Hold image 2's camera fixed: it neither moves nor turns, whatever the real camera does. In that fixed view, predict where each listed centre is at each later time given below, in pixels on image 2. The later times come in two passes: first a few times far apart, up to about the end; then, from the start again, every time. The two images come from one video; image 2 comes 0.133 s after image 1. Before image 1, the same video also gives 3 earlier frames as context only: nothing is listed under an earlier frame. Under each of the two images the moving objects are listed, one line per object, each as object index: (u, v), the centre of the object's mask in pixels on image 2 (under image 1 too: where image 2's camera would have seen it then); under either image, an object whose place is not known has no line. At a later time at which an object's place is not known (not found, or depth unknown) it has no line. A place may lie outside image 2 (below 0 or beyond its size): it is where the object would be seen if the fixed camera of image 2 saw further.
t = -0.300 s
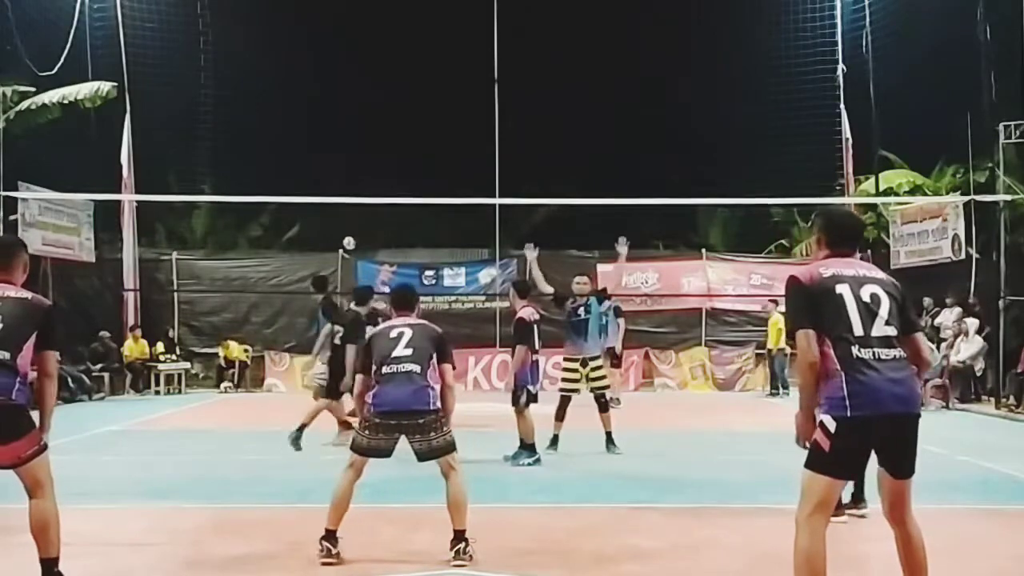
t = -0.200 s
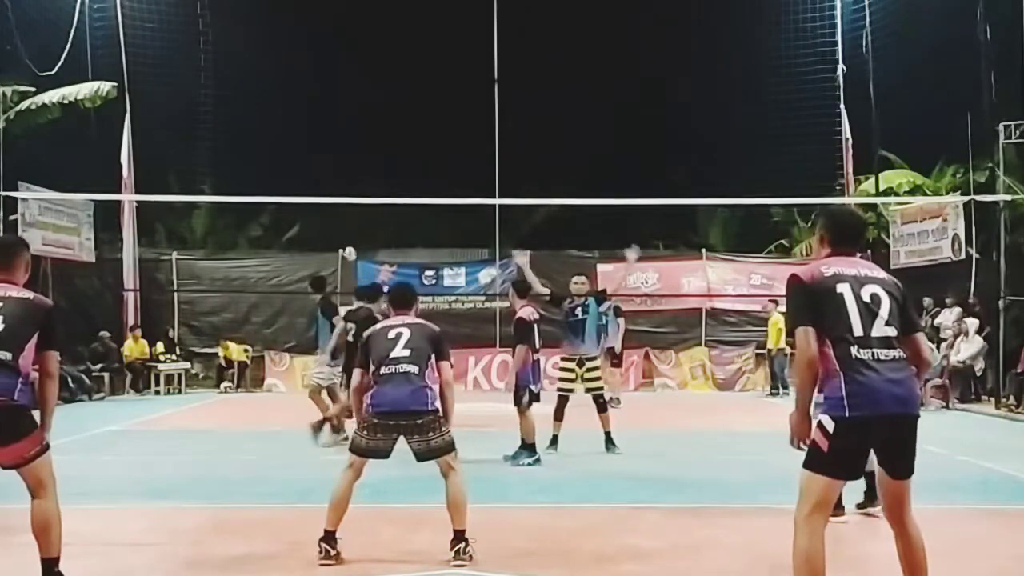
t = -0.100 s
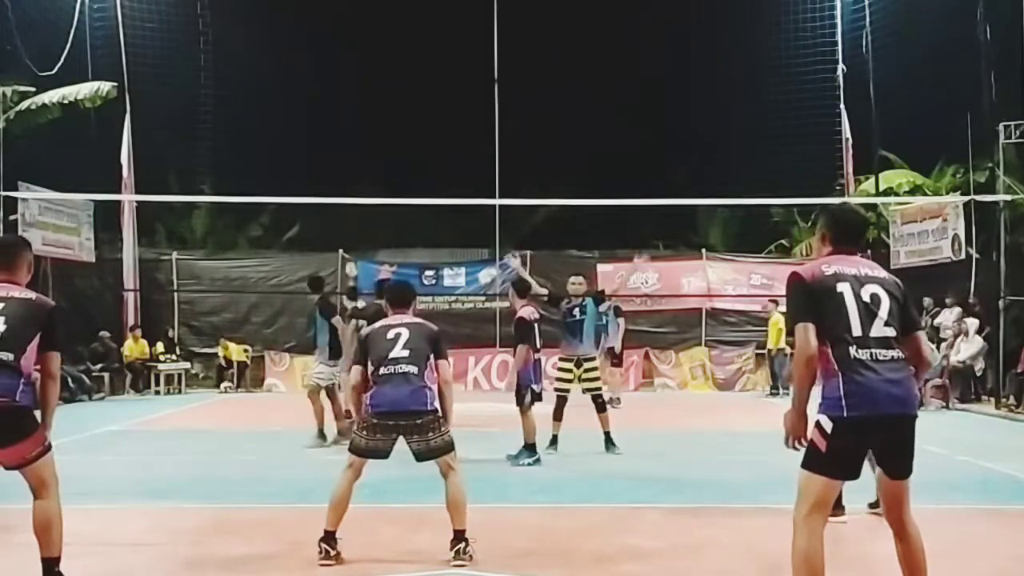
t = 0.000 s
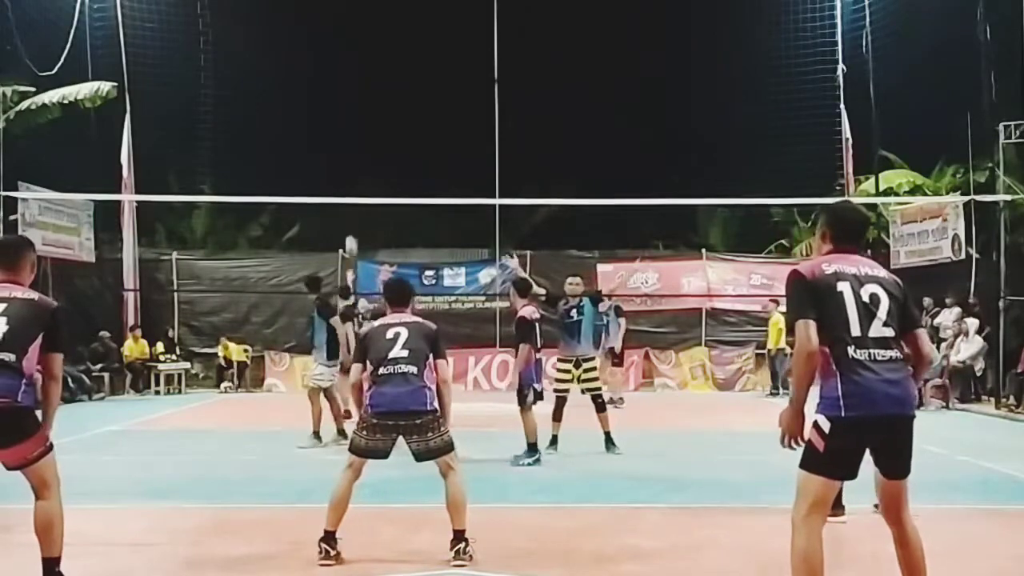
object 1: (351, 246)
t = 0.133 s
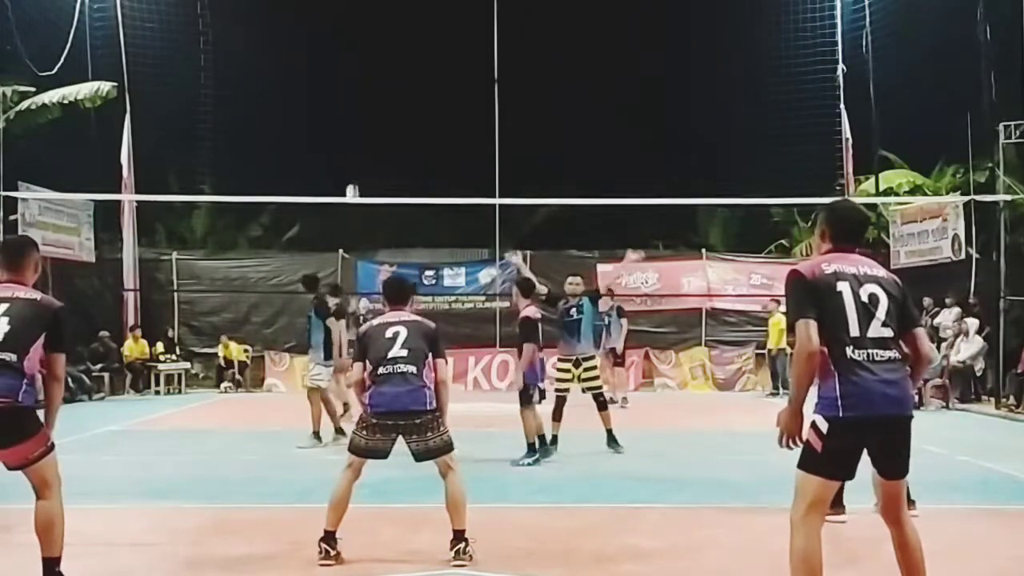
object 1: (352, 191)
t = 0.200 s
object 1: (353, 169)
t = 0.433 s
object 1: (356, 94)
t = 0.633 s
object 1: (356, 49)
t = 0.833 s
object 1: (353, 31)
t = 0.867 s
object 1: (353, 32)
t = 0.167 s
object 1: (353, 182)
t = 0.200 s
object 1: (353, 169)
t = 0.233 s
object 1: (353, 158)
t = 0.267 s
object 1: (354, 146)
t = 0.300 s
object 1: (354, 135)
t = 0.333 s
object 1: (354, 124)
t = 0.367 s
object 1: (355, 114)
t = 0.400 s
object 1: (355, 104)
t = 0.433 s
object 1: (356, 94)
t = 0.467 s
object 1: (356, 85)
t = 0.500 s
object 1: (356, 77)
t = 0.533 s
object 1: (356, 69)
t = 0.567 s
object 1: (356, 61)
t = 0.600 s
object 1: (356, 54)
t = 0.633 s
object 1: (356, 49)
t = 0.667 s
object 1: (355, 43)
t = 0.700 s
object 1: (355, 38)
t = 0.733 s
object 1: (354, 35)
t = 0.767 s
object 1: (354, 33)
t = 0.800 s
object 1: (354, 31)
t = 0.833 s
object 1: (353, 31)
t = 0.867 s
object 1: (353, 32)
